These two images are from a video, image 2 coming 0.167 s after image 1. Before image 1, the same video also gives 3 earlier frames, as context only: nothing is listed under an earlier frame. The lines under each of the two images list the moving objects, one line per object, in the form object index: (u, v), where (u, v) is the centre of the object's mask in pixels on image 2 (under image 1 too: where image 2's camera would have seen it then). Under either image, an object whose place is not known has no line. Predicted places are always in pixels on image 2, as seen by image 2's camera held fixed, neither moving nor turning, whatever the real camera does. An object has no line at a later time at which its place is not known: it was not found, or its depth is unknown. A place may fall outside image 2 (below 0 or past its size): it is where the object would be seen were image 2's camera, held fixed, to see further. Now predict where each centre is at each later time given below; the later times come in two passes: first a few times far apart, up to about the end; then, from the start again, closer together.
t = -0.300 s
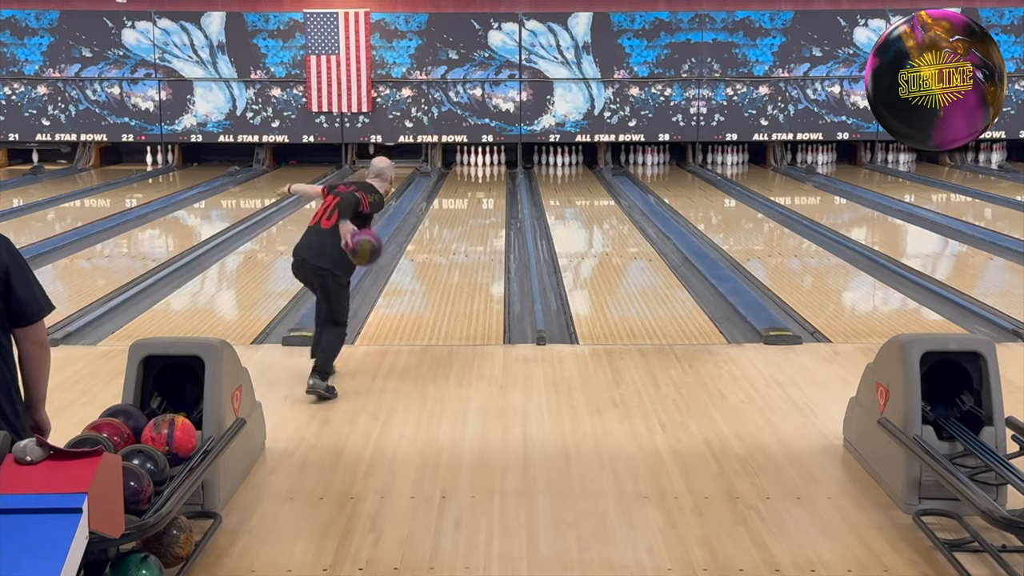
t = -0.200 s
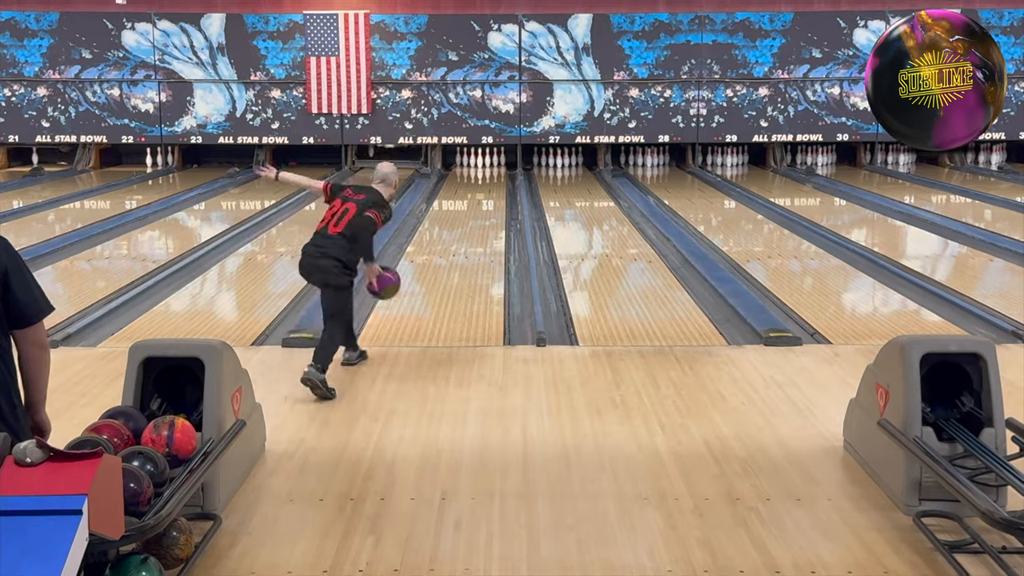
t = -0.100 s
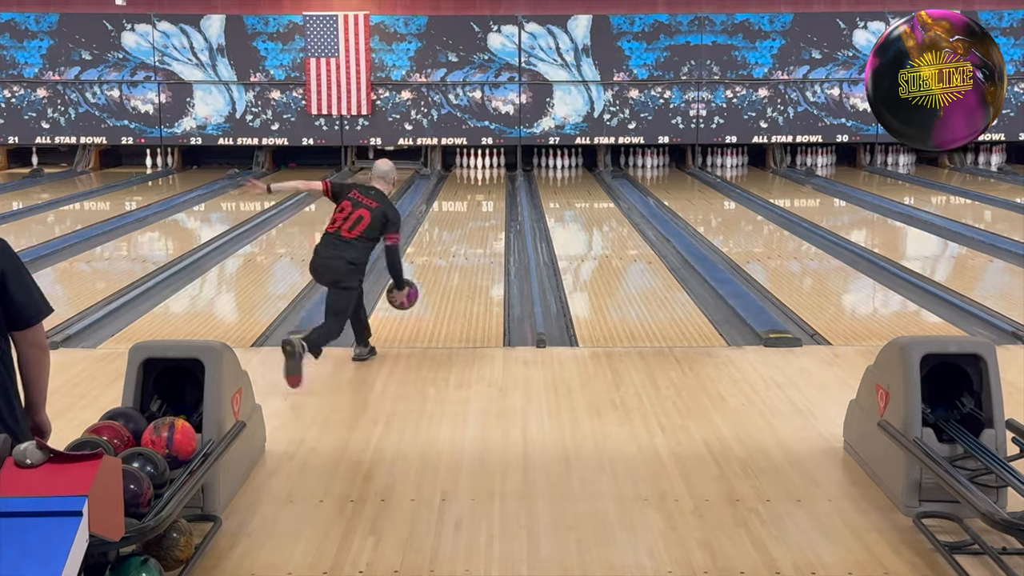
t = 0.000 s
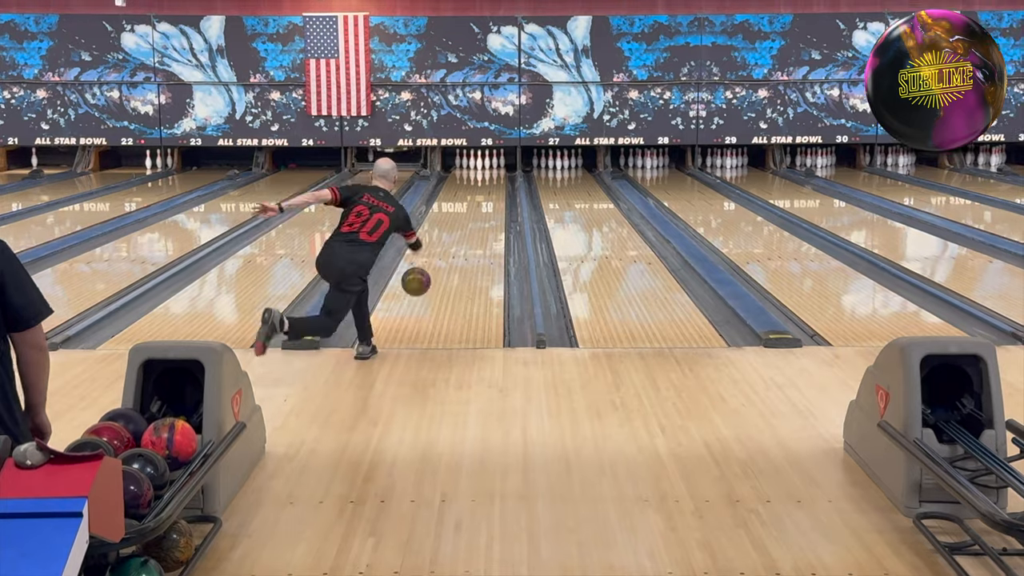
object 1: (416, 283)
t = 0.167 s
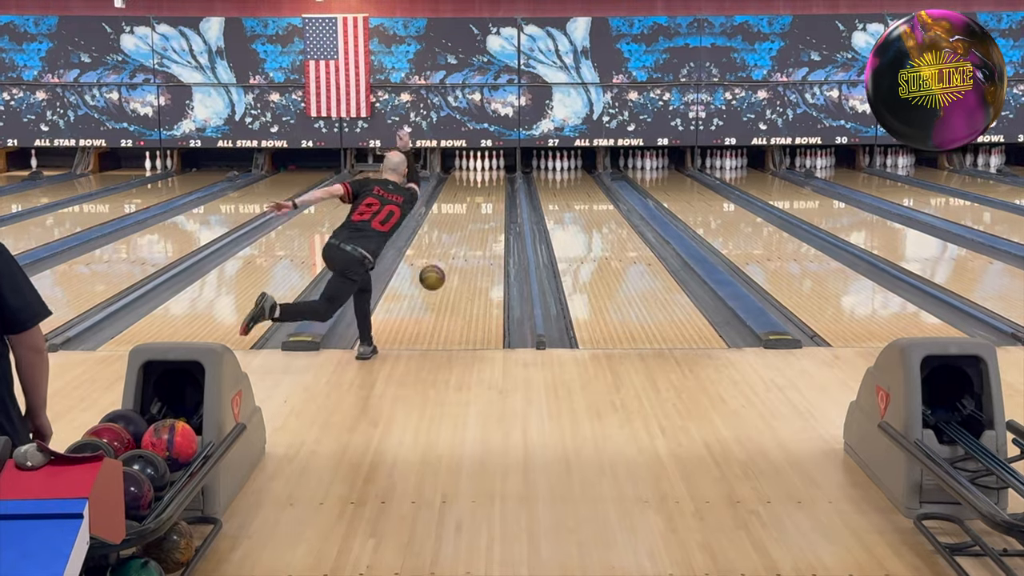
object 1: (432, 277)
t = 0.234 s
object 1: (437, 285)
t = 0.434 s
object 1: (450, 261)
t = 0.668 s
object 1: (461, 238)
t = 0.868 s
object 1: (469, 224)
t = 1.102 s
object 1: (476, 210)
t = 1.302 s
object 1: (480, 200)
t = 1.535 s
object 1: (483, 189)
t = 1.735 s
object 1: (485, 182)
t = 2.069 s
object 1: (483, 173)
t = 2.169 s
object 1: (481, 170)
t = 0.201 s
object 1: (435, 280)
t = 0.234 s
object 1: (437, 285)
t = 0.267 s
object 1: (440, 281)
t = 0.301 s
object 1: (442, 275)
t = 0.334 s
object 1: (444, 272)
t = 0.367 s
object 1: (446, 269)
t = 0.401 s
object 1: (448, 265)
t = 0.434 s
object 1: (450, 261)
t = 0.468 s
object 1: (452, 257)
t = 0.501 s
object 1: (454, 253)
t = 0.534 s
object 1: (455, 250)
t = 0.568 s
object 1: (457, 247)
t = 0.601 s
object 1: (459, 244)
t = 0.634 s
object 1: (460, 241)
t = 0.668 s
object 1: (461, 238)
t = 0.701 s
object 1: (463, 236)
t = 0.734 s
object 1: (464, 233)
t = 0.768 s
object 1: (466, 231)
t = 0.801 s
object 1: (467, 228)
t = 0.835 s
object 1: (468, 226)
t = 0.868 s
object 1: (469, 224)
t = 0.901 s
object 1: (470, 222)
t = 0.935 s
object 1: (471, 219)
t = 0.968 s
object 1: (472, 217)
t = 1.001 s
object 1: (473, 215)
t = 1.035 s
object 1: (474, 213)
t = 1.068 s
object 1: (475, 211)
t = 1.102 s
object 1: (476, 210)
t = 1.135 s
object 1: (477, 208)
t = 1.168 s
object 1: (477, 206)
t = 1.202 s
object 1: (478, 204)
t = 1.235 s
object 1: (479, 203)
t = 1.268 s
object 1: (479, 202)
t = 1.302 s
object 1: (480, 200)
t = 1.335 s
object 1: (481, 198)
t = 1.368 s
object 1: (481, 197)
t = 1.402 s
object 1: (482, 196)
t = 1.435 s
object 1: (482, 195)
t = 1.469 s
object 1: (483, 192)
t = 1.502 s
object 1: (483, 190)
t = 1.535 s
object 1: (483, 189)
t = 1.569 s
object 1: (483, 189)
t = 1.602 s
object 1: (484, 187)
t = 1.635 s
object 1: (484, 186)
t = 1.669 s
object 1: (484, 185)
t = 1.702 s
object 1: (485, 183)
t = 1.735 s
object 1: (485, 182)
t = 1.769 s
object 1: (485, 181)
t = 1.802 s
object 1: (485, 180)
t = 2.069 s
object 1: (483, 173)
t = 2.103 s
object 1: (482, 172)
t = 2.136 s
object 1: (481, 171)
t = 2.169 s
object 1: (481, 170)
